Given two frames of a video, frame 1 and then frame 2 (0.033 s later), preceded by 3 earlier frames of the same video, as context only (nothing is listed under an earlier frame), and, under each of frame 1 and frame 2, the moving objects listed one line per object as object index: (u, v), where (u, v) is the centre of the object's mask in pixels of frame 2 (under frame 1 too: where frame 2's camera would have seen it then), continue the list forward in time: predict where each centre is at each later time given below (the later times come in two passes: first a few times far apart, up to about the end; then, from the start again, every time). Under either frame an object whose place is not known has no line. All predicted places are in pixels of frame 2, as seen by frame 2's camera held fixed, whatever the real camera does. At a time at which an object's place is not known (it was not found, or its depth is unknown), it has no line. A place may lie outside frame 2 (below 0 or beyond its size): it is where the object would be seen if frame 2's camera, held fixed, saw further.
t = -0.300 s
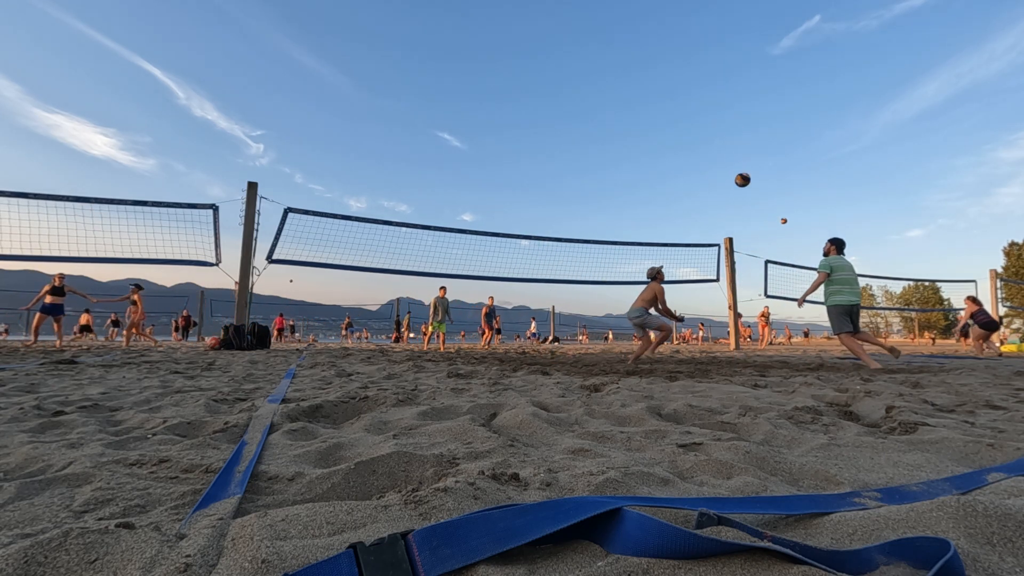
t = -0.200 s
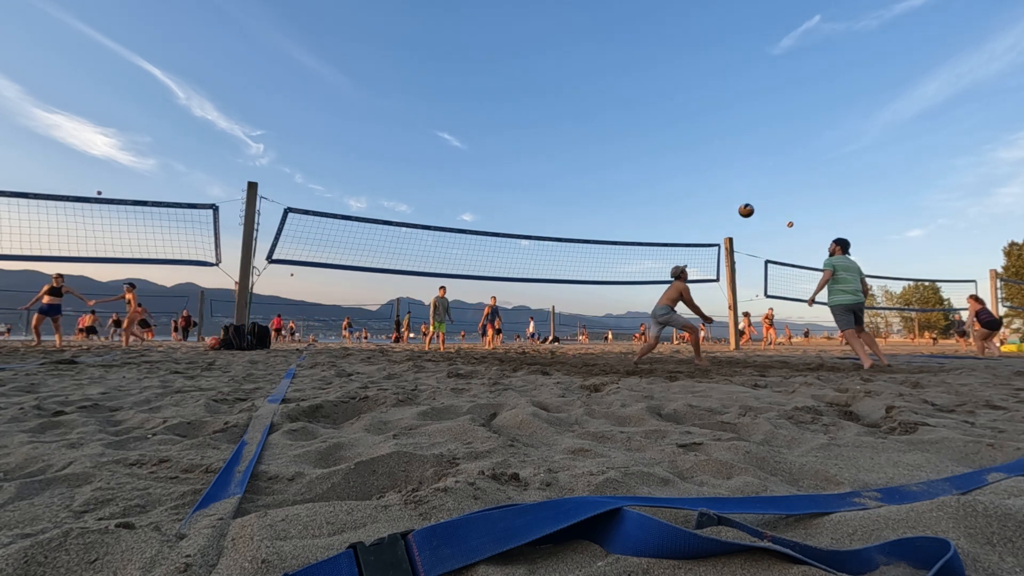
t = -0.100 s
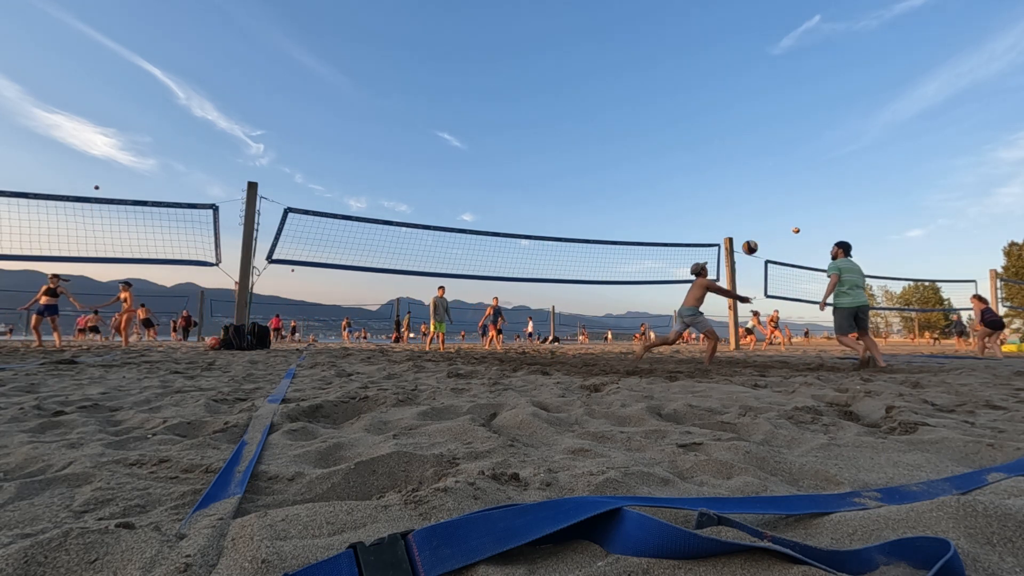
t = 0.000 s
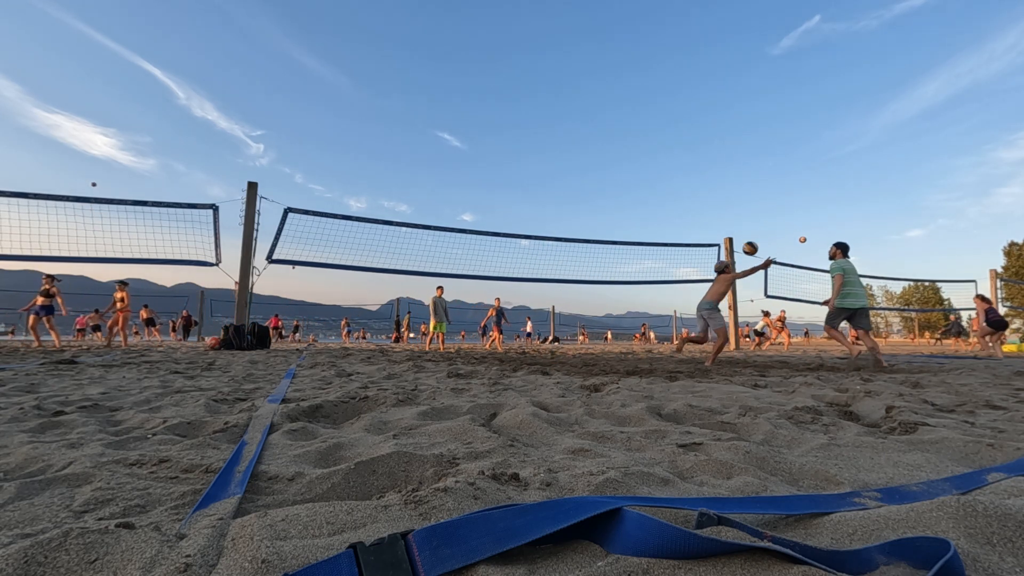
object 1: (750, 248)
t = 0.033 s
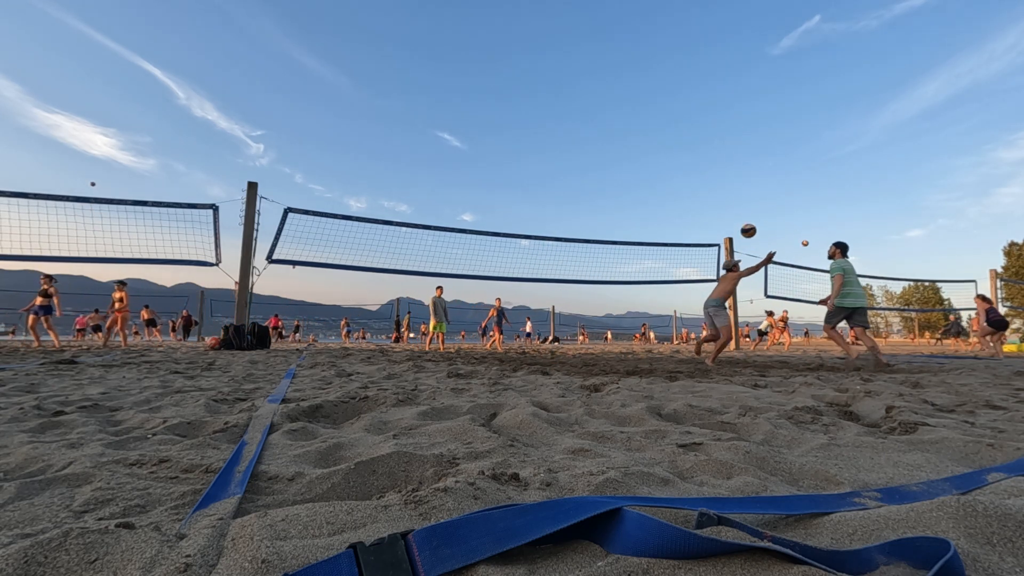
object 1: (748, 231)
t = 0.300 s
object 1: (733, 123)
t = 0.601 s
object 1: (718, 66)
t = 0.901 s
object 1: (705, 66)
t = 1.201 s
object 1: (695, 118)
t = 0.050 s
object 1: (747, 222)
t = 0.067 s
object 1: (746, 214)
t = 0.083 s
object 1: (746, 206)
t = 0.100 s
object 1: (745, 198)
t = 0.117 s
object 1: (744, 191)
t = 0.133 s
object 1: (743, 184)
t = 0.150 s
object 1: (742, 177)
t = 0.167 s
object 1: (741, 170)
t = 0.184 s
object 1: (740, 163)
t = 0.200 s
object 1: (739, 157)
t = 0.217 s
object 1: (738, 151)
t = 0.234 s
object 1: (737, 145)
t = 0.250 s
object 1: (736, 139)
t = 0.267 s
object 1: (735, 134)
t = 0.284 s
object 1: (734, 128)
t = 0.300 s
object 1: (733, 123)
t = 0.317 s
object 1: (733, 119)
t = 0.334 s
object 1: (732, 114)
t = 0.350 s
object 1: (731, 109)
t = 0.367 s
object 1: (730, 105)
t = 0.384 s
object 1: (729, 101)
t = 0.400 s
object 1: (728, 97)
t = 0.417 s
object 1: (727, 94)
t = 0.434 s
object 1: (726, 90)
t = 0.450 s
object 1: (725, 87)
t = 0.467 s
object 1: (725, 84)
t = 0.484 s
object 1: (724, 81)
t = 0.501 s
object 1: (723, 78)
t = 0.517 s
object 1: (722, 76)
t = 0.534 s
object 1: (721, 73)
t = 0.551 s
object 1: (720, 71)
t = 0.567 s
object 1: (719, 69)
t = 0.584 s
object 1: (718, 68)
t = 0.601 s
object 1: (718, 66)
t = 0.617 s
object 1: (717, 64)
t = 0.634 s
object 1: (716, 63)
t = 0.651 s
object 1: (715, 62)
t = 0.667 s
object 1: (714, 61)
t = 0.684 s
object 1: (714, 61)
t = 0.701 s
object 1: (713, 60)
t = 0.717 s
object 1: (712, 59)
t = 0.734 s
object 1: (712, 59)
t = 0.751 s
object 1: (711, 59)
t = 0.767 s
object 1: (710, 59)
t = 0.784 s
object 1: (709, 60)
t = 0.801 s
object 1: (709, 60)
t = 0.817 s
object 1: (708, 61)
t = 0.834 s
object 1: (707, 61)
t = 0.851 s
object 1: (707, 62)
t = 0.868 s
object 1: (706, 63)
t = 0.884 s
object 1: (705, 64)
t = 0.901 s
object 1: (705, 66)
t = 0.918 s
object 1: (704, 67)
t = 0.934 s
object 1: (703, 69)
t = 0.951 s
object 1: (703, 71)
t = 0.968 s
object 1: (702, 73)
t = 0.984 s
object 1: (702, 75)
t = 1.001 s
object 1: (701, 77)
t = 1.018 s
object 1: (701, 80)
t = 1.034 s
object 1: (700, 83)
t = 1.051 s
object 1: (699, 86)
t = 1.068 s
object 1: (699, 88)
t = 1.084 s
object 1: (698, 91)
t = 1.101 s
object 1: (698, 95)
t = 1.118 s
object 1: (698, 98)
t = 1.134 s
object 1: (697, 102)
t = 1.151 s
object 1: (697, 106)
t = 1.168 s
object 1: (696, 110)
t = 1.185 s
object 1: (696, 114)
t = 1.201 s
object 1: (695, 118)
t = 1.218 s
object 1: (695, 122)
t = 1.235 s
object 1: (695, 127)
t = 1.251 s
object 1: (694, 131)
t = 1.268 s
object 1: (694, 136)
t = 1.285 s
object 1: (694, 141)
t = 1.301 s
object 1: (693, 147)
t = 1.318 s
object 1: (693, 152)
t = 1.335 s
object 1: (693, 157)
